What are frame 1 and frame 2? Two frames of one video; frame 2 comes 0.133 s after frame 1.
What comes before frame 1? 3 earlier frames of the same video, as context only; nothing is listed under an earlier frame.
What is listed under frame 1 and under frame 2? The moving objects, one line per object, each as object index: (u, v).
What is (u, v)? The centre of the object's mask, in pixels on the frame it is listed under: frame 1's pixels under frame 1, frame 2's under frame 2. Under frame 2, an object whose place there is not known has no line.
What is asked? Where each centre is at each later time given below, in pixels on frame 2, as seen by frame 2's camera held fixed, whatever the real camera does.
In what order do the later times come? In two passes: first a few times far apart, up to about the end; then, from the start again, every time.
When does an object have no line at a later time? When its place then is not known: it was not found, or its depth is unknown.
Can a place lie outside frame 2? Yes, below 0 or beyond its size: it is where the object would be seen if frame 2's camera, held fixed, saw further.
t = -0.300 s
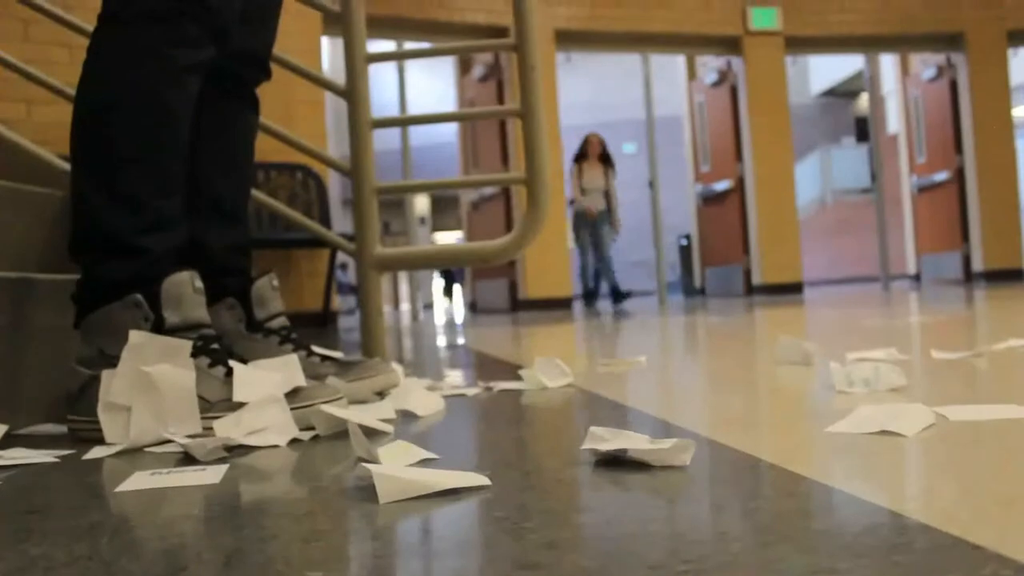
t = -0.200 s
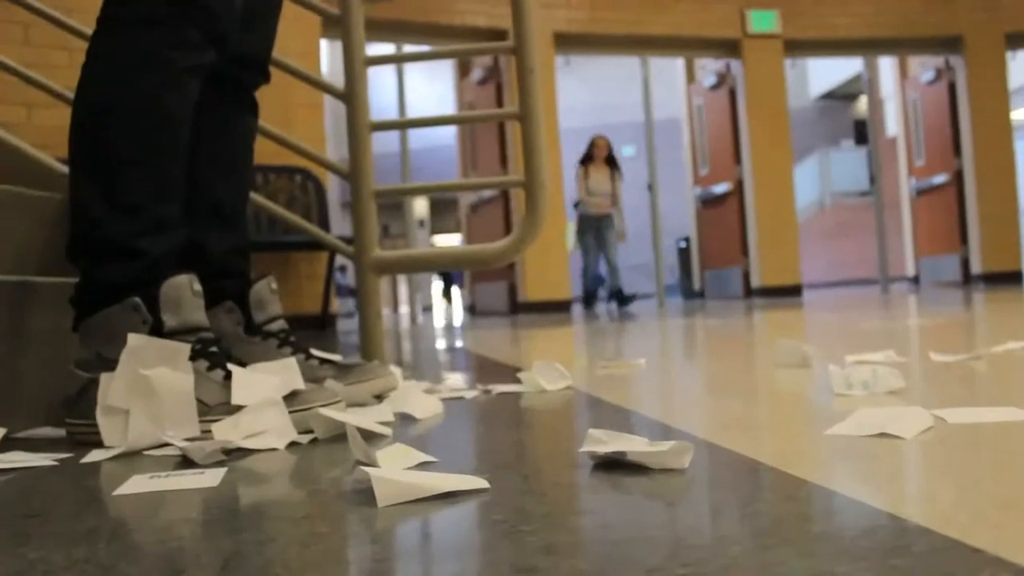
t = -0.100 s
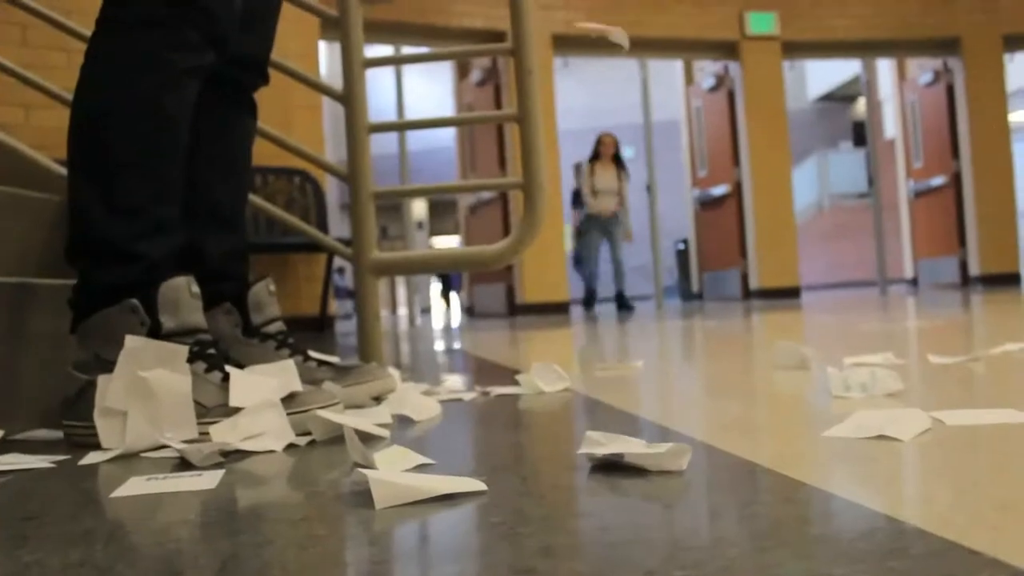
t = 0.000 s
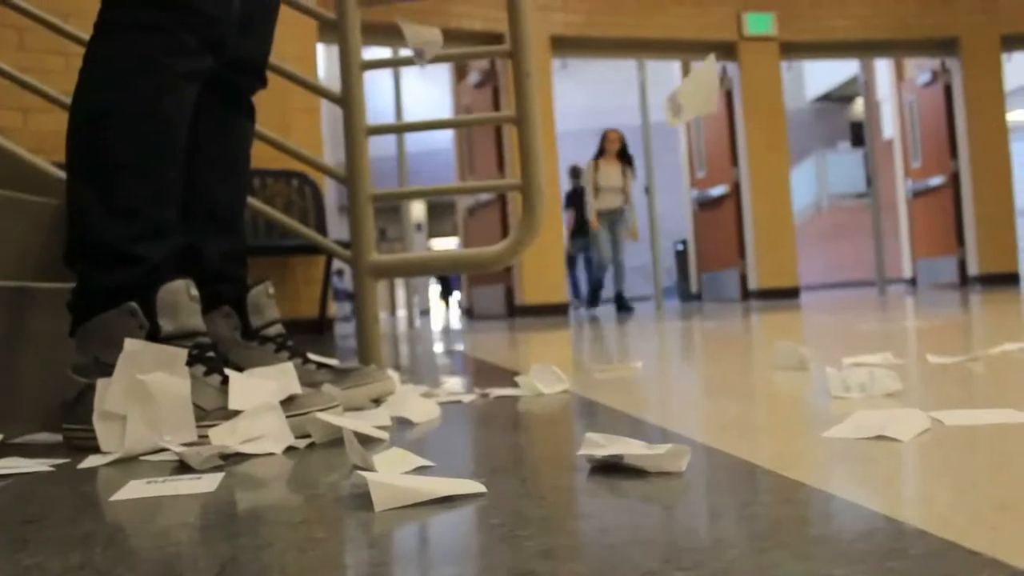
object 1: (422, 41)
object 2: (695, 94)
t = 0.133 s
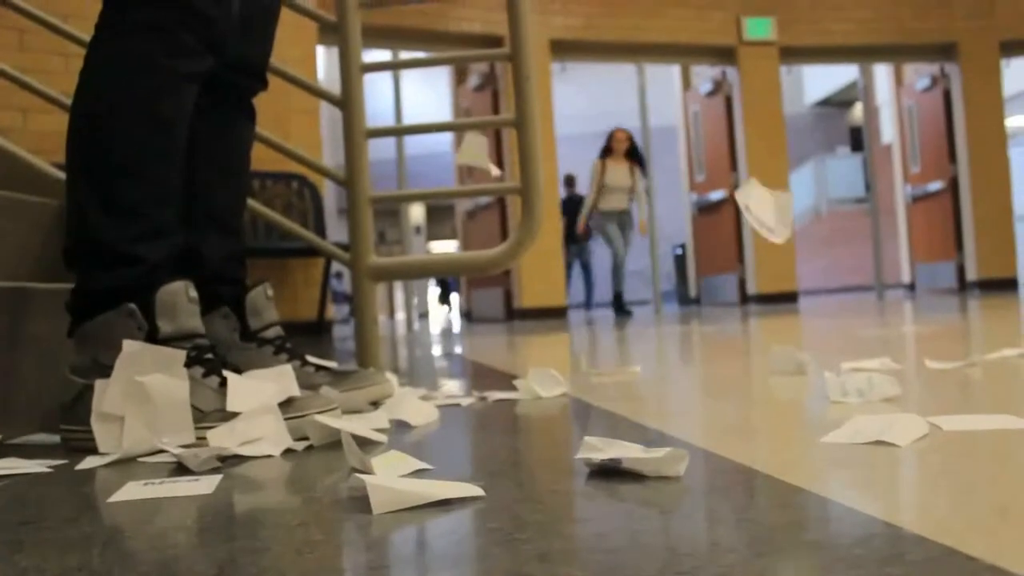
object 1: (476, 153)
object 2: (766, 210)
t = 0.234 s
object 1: (538, 237)
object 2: (817, 303)
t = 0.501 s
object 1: (614, 377)
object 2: (878, 389)
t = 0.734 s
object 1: (611, 377)
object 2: (880, 389)
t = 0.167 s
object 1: (497, 187)
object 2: (787, 248)
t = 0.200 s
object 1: (521, 219)
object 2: (805, 280)
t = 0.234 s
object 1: (538, 237)
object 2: (817, 303)
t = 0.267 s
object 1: (554, 261)
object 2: (836, 337)
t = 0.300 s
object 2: (849, 375)
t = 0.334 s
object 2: (856, 379)
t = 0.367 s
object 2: (862, 383)
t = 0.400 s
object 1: (604, 361)
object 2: (868, 384)
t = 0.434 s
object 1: (614, 371)
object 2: (871, 387)
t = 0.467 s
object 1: (615, 376)
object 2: (876, 389)
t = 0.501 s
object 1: (614, 377)
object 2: (878, 389)
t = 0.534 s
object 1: (613, 377)
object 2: (879, 389)
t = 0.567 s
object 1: (614, 378)
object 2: (880, 390)
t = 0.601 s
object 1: (613, 377)
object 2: (880, 389)
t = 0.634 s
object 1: (612, 377)
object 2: (880, 390)
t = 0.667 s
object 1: (611, 377)
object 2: (880, 389)
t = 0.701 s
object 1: (611, 377)
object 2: (880, 389)
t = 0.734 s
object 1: (611, 377)
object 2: (880, 389)
